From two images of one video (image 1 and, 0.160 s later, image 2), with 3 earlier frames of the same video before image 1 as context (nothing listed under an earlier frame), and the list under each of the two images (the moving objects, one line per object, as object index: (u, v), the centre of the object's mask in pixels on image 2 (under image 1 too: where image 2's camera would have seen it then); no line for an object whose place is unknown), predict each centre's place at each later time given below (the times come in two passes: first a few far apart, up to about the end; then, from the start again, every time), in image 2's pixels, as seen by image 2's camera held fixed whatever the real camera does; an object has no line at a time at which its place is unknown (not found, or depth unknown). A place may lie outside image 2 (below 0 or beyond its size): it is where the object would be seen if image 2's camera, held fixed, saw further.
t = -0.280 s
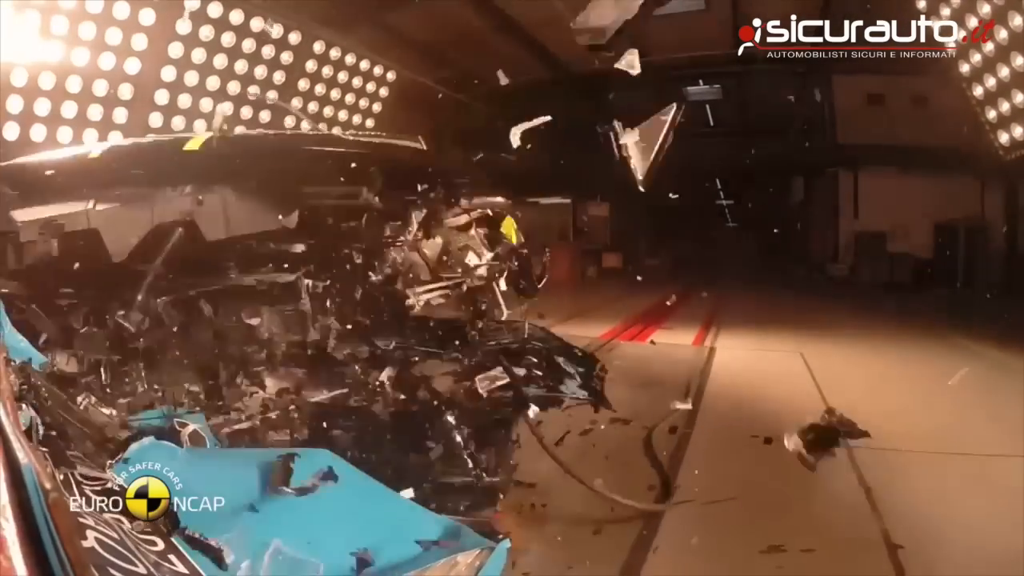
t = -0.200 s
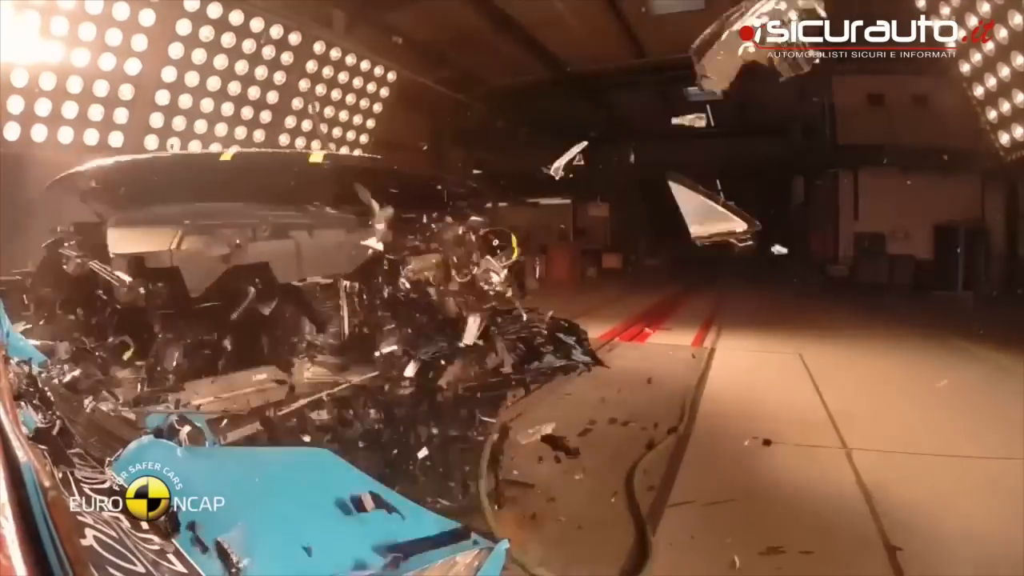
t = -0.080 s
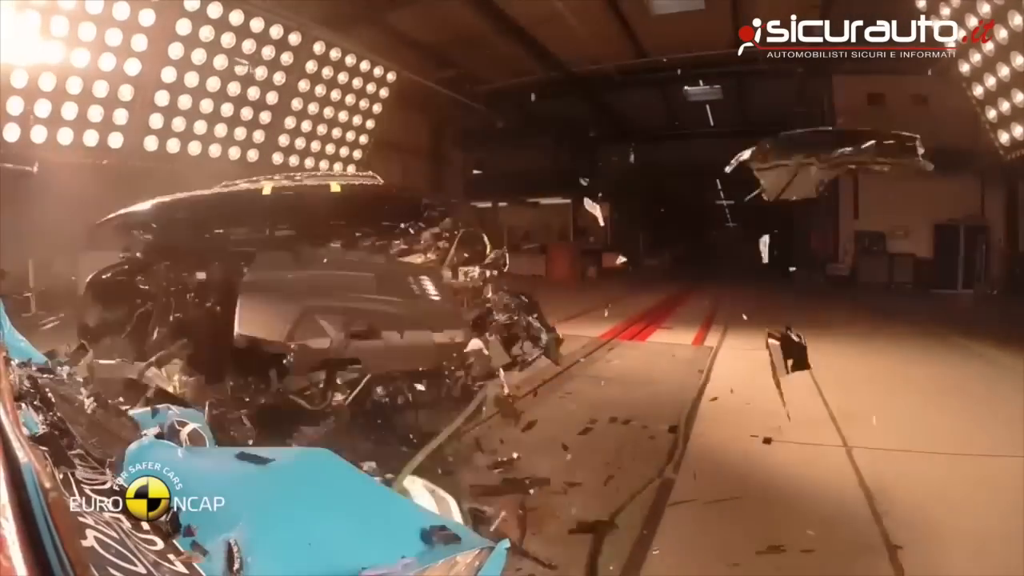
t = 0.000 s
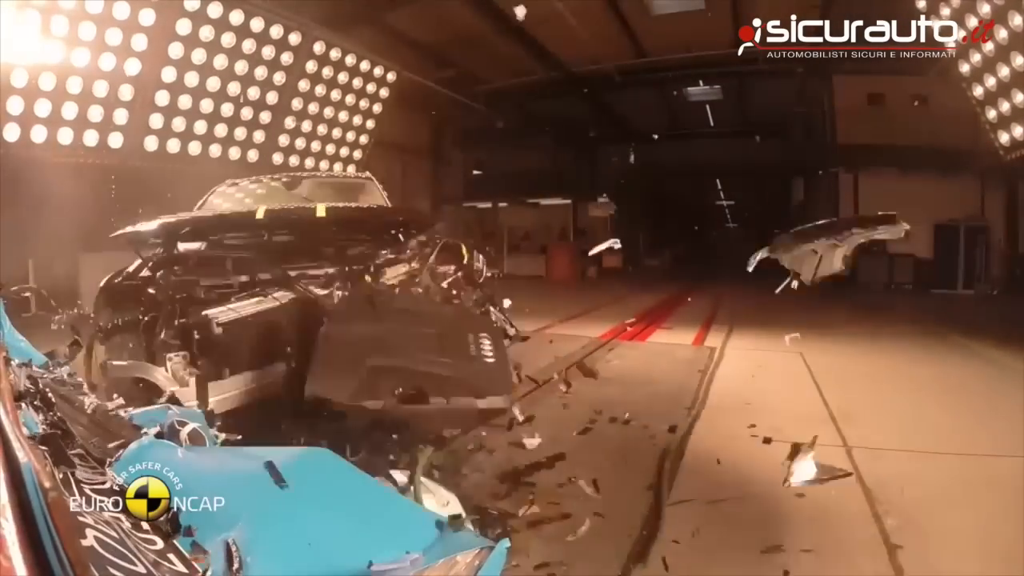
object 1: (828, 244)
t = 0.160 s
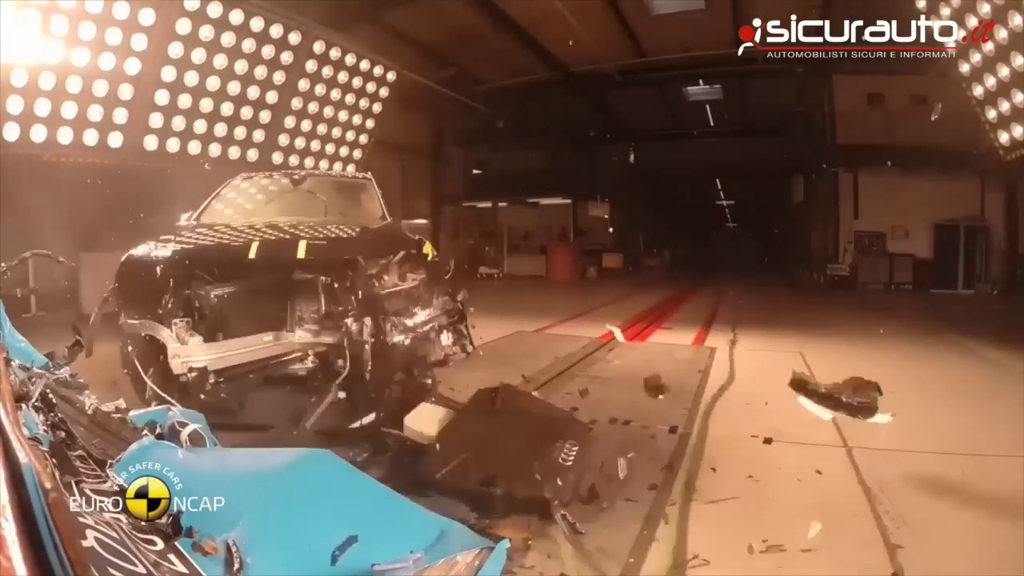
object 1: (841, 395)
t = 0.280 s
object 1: (833, 456)
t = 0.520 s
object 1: (850, 426)
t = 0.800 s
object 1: (858, 428)
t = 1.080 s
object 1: (860, 425)
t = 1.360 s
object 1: (861, 424)
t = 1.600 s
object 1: (861, 421)
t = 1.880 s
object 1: (862, 421)
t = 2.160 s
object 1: (862, 421)
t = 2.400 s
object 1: (862, 421)
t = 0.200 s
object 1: (836, 428)
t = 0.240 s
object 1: (831, 457)
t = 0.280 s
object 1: (833, 456)
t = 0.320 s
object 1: (833, 444)
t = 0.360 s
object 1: (838, 434)
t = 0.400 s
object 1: (842, 428)
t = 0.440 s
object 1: (845, 424)
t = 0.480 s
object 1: (849, 423)
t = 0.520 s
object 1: (850, 426)
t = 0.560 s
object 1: (849, 429)
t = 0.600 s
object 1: (851, 433)
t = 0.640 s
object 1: (853, 436)
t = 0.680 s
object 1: (854, 433)
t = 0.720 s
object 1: (856, 430)
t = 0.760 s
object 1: (857, 430)
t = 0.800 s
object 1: (858, 428)
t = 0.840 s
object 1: (859, 427)
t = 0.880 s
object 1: (859, 426)
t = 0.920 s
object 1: (859, 426)
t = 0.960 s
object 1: (860, 425)
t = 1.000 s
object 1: (860, 425)
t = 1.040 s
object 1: (860, 424)
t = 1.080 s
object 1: (860, 425)
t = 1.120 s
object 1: (860, 425)
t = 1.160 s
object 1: (860, 425)
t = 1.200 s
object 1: (860, 425)
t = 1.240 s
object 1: (860, 425)
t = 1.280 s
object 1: (860, 424)
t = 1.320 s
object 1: (860, 425)
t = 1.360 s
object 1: (861, 424)
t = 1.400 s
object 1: (862, 423)
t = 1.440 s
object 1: (862, 423)
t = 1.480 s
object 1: (862, 422)
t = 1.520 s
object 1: (862, 422)
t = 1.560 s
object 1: (862, 422)
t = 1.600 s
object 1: (861, 421)
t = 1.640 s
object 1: (862, 421)
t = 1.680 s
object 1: (862, 421)
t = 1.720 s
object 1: (862, 421)
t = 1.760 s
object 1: (862, 421)
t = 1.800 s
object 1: (861, 421)
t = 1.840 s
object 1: (863, 421)
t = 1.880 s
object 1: (862, 421)
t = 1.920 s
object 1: (862, 421)
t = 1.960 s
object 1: (862, 421)
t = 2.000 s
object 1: (862, 421)
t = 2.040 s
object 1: (862, 421)
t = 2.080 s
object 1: (862, 421)
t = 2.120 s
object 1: (862, 421)
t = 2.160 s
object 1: (862, 421)
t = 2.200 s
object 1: (862, 421)
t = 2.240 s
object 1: (862, 421)
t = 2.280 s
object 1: (861, 421)
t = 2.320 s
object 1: (861, 421)
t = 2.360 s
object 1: (862, 421)
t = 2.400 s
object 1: (862, 421)
